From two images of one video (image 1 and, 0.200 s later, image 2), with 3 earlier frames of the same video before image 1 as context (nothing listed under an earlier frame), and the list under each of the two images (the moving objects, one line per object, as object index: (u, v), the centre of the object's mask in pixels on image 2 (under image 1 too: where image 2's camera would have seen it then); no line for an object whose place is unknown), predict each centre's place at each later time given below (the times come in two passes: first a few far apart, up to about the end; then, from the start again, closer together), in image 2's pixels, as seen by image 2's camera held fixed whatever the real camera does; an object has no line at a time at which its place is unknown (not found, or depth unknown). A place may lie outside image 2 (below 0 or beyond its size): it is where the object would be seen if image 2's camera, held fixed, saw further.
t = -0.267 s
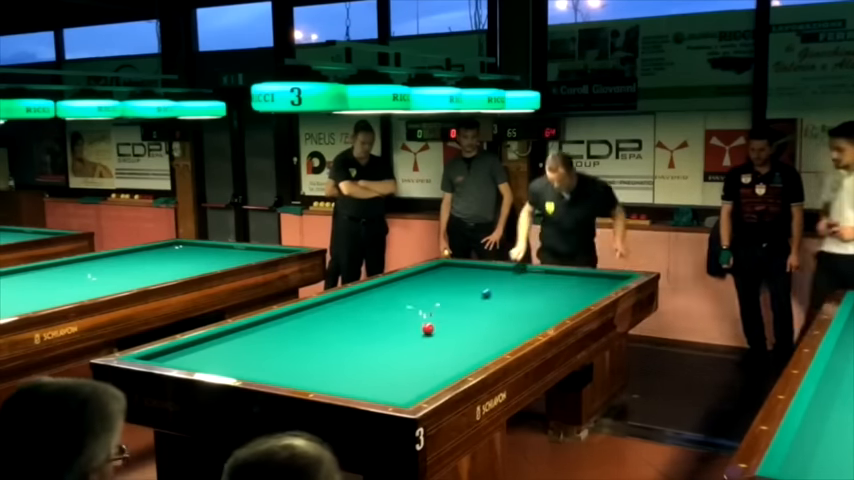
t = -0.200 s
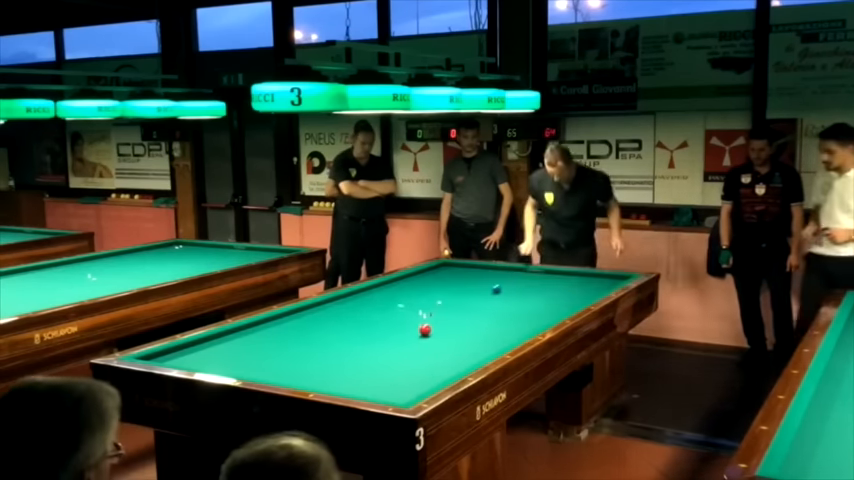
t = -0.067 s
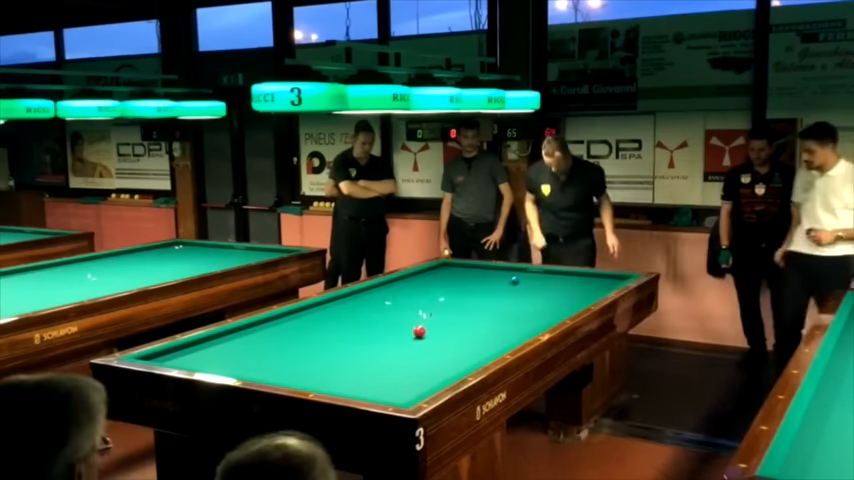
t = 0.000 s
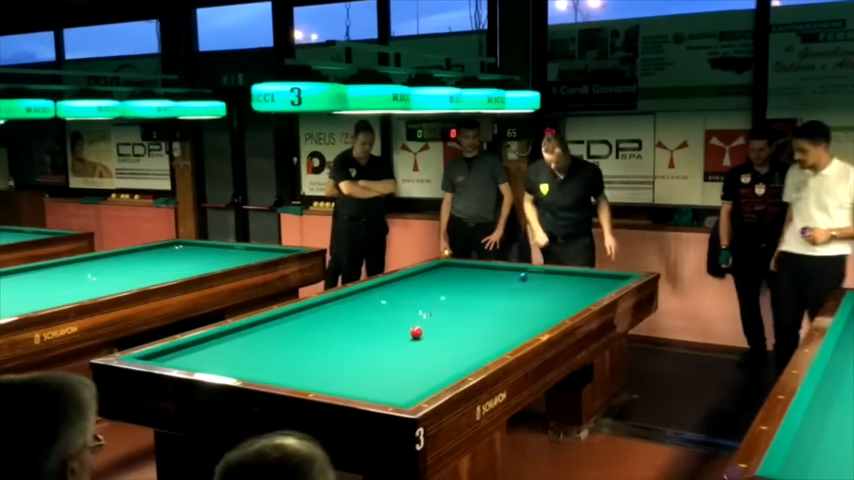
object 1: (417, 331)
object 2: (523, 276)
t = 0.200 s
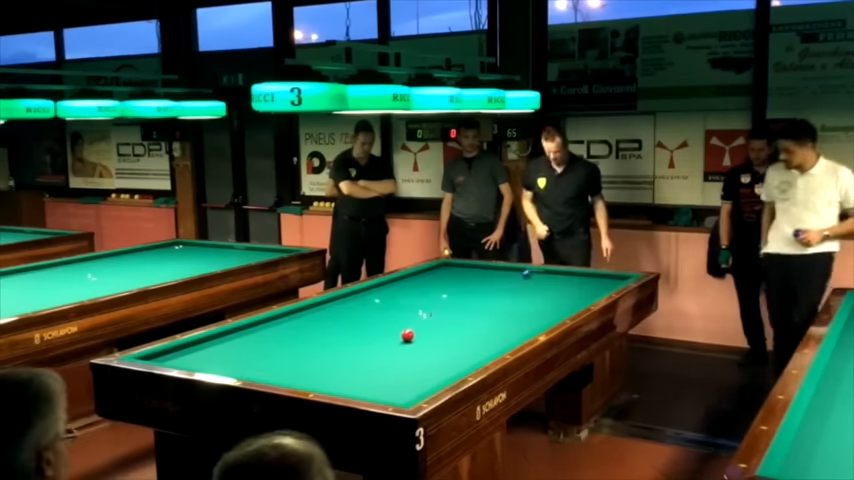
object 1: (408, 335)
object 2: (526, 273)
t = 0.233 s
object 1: (407, 335)
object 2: (523, 275)
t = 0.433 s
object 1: (398, 338)
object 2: (501, 284)
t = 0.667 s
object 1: (387, 342)
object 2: (477, 294)
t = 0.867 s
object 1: (378, 344)
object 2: (457, 302)
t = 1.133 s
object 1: (367, 348)
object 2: (429, 314)
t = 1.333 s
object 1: (358, 351)
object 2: (407, 323)
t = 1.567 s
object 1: (348, 355)
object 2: (378, 335)
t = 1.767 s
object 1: (339, 358)
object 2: (351, 346)
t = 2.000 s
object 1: (329, 361)
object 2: (315, 360)
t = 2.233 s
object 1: (319, 364)
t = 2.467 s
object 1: (309, 367)
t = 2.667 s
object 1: (318, 369)
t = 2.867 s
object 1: (327, 370)
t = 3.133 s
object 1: (339, 373)
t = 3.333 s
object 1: (348, 374)
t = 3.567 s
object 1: (358, 376)
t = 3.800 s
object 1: (368, 377)
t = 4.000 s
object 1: (377, 378)
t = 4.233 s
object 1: (386, 380)
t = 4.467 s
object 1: (394, 381)
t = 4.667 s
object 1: (402, 383)
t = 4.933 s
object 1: (412, 384)
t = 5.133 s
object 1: (419, 385)
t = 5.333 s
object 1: (425, 384)
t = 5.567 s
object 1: (429, 384)
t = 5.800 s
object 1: (426, 384)
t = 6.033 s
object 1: (422, 385)
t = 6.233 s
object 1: (420, 385)
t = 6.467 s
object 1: (418, 385)
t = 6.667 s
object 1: (416, 385)
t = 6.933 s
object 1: (415, 385)
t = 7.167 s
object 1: (414, 383)
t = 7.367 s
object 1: (413, 384)
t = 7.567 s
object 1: (412, 384)
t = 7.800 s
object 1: (412, 384)
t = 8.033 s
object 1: (412, 384)
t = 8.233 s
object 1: (412, 384)
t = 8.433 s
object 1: (412, 384)
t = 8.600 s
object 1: (412, 384)
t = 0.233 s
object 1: (407, 335)
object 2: (523, 275)
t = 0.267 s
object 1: (405, 336)
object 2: (519, 277)
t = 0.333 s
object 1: (402, 337)
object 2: (512, 280)
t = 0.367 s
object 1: (401, 337)
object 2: (508, 281)
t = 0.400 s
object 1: (399, 338)
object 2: (505, 283)
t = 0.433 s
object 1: (398, 338)
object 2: (501, 284)
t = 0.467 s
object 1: (396, 339)
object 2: (498, 286)
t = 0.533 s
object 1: (393, 340)
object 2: (490, 289)
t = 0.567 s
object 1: (392, 340)
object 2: (487, 290)
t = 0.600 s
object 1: (390, 341)
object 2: (484, 292)
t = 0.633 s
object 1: (389, 341)
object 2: (480, 292)
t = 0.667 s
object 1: (387, 342)
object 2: (477, 294)
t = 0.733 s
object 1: (384, 343)
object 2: (471, 297)
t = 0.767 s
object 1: (383, 343)
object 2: (467, 298)
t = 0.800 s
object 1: (381, 344)
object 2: (464, 299)
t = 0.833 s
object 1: (380, 344)
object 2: (461, 301)
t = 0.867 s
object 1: (378, 344)
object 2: (457, 302)
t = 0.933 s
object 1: (375, 345)
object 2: (451, 305)
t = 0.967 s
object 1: (374, 346)
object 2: (447, 306)
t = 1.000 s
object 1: (372, 346)
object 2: (444, 308)
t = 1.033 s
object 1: (371, 347)
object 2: (440, 309)
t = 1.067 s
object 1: (370, 347)
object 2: (437, 311)
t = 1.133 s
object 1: (367, 348)
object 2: (429, 314)
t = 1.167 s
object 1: (365, 349)
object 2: (426, 315)
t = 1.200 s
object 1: (364, 349)
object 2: (422, 317)
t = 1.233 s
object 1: (362, 350)
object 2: (419, 318)
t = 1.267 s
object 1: (361, 350)
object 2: (415, 320)
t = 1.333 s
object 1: (358, 351)
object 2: (407, 323)
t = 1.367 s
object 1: (357, 352)
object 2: (403, 325)
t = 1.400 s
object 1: (355, 352)
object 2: (399, 327)
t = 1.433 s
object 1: (354, 353)
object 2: (395, 328)
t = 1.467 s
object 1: (352, 353)
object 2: (390, 330)
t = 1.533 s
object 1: (350, 354)
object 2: (382, 333)
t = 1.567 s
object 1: (348, 355)
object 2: (378, 335)
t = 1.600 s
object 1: (347, 355)
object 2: (373, 337)
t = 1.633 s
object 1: (345, 356)
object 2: (369, 339)
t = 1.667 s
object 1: (344, 356)
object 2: (364, 341)
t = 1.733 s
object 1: (341, 357)
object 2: (355, 344)
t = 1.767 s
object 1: (339, 358)
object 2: (351, 346)
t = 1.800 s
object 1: (338, 358)
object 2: (346, 348)
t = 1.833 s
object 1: (336, 359)
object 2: (342, 349)
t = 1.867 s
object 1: (335, 359)
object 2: (336, 349)
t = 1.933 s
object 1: (332, 360)
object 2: (324, 355)
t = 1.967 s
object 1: (331, 361)
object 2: (319, 358)
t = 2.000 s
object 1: (329, 361)
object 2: (315, 360)
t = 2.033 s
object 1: (328, 362)
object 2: (309, 362)
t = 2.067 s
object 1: (327, 362)
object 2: (304, 365)
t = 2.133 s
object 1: (324, 362)
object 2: (293, 370)
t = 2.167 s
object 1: (322, 363)
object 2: (287, 372)
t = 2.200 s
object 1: (321, 364)
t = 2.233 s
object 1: (319, 364)
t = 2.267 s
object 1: (318, 365)
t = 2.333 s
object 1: (315, 365)
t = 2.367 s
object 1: (314, 366)
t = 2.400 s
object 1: (312, 366)
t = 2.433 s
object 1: (311, 367)
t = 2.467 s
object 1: (309, 367)
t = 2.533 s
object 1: (310, 368)
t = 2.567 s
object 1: (312, 368)
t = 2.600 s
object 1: (314, 368)
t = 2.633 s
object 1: (316, 369)
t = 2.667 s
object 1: (318, 369)
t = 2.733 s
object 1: (321, 369)
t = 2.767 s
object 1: (322, 370)
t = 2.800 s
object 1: (324, 370)
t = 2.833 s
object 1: (325, 370)
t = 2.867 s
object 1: (327, 370)
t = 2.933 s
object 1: (330, 371)
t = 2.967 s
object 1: (332, 371)
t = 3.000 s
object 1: (333, 371)
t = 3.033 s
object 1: (335, 372)
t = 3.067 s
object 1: (336, 372)
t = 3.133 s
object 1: (339, 373)
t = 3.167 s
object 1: (340, 373)
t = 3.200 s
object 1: (342, 373)
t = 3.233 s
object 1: (344, 373)
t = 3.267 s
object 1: (345, 373)
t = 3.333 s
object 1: (348, 374)
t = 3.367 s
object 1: (349, 374)
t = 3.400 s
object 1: (351, 375)
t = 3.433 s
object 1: (352, 375)
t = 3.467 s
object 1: (354, 375)
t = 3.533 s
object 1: (356, 375)
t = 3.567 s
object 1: (358, 376)
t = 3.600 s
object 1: (359, 376)
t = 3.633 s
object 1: (361, 376)
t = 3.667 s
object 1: (362, 376)
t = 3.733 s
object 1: (365, 377)
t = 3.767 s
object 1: (366, 377)
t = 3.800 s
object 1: (368, 377)
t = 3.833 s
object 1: (369, 377)
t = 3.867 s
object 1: (371, 378)
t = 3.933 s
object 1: (373, 378)
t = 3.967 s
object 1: (375, 378)
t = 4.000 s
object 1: (377, 378)
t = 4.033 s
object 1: (378, 379)
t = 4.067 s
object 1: (379, 379)
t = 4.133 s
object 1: (382, 379)
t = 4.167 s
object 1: (383, 380)
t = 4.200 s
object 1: (384, 380)
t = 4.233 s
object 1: (386, 380)
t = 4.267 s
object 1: (387, 380)
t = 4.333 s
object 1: (389, 380)
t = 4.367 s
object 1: (391, 381)
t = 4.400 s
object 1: (392, 381)
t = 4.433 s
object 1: (393, 381)
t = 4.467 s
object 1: (394, 381)
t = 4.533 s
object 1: (397, 382)
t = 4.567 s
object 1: (398, 382)
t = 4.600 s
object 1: (400, 382)
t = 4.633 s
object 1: (401, 382)
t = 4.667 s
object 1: (402, 383)
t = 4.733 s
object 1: (405, 383)
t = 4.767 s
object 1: (406, 383)
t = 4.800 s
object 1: (407, 383)
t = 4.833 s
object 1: (409, 383)
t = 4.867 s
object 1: (410, 384)
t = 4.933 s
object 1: (412, 384)
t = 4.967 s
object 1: (413, 384)
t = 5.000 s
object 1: (414, 384)
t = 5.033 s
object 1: (415, 384)
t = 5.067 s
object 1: (417, 384)
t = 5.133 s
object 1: (419, 385)
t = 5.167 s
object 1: (420, 385)
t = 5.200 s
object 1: (421, 385)
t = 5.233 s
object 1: (422, 384)
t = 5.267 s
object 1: (423, 384)
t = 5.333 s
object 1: (425, 384)
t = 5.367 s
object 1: (426, 384)
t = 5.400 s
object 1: (427, 384)
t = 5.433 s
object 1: (428, 384)
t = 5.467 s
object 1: (429, 384)
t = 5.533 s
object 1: (429, 384)
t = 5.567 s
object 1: (429, 384)
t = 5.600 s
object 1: (429, 384)
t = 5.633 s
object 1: (428, 384)
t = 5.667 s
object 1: (428, 384)
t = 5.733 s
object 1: (427, 384)
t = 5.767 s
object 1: (426, 384)
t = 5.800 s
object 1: (426, 384)
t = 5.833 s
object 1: (425, 384)
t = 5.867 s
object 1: (425, 384)
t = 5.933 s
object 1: (424, 385)
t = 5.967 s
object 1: (423, 384)
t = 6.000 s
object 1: (423, 384)
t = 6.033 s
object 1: (422, 385)
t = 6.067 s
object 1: (422, 385)
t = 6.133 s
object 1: (421, 385)
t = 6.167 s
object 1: (421, 385)
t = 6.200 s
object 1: (421, 385)
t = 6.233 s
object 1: (420, 385)
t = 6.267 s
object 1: (420, 385)
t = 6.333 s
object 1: (419, 385)
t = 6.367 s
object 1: (418, 385)
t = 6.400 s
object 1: (418, 385)
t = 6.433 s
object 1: (418, 385)
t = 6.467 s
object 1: (418, 385)
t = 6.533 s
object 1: (417, 385)
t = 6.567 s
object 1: (416, 385)
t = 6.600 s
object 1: (416, 385)
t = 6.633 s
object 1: (416, 385)
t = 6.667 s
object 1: (416, 385)
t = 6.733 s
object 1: (415, 385)
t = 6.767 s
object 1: (415, 385)
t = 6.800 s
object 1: (415, 385)
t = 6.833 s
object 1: (415, 385)
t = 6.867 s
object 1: (415, 385)
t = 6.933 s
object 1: (415, 385)
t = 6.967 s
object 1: (415, 385)
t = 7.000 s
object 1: (414, 385)
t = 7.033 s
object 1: (414, 385)
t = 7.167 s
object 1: (414, 383)
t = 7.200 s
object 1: (414, 384)
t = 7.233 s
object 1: (414, 383)
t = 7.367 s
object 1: (413, 384)
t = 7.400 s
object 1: (413, 384)
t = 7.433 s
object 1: (413, 384)
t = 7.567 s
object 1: (412, 384)
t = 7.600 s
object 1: (412, 384)
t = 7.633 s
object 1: (412, 384)
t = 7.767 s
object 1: (412, 384)
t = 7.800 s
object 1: (412, 384)
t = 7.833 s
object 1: (412, 384)
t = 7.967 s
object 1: (412, 384)
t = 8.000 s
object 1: (412, 384)
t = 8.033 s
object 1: (412, 384)
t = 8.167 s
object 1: (412, 384)
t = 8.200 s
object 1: (412, 384)
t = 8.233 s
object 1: (412, 384)
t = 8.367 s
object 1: (412, 384)
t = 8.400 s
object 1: (412, 384)
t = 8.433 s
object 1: (412, 384)
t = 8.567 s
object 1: (412, 384)
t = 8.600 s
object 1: (412, 384)
